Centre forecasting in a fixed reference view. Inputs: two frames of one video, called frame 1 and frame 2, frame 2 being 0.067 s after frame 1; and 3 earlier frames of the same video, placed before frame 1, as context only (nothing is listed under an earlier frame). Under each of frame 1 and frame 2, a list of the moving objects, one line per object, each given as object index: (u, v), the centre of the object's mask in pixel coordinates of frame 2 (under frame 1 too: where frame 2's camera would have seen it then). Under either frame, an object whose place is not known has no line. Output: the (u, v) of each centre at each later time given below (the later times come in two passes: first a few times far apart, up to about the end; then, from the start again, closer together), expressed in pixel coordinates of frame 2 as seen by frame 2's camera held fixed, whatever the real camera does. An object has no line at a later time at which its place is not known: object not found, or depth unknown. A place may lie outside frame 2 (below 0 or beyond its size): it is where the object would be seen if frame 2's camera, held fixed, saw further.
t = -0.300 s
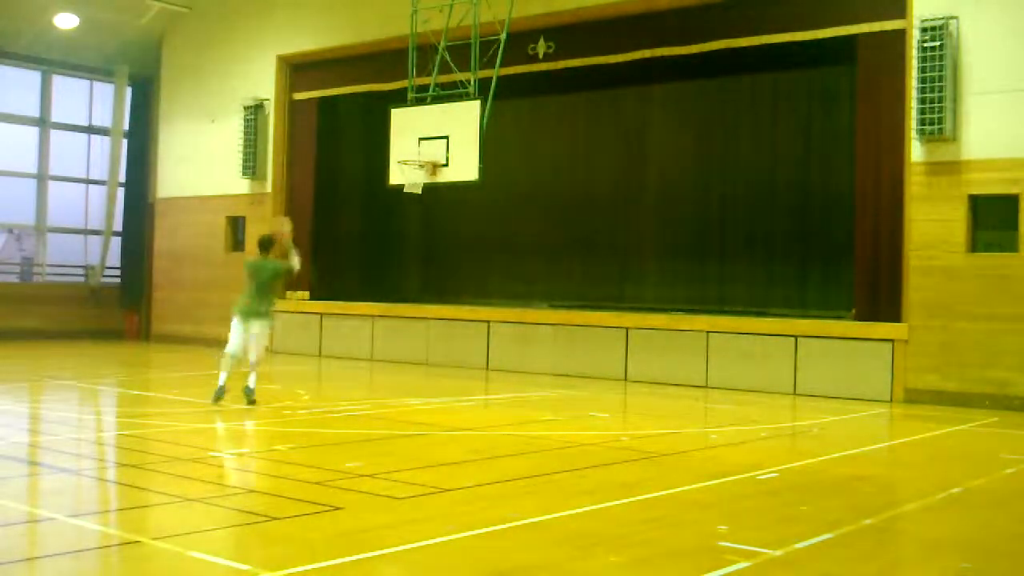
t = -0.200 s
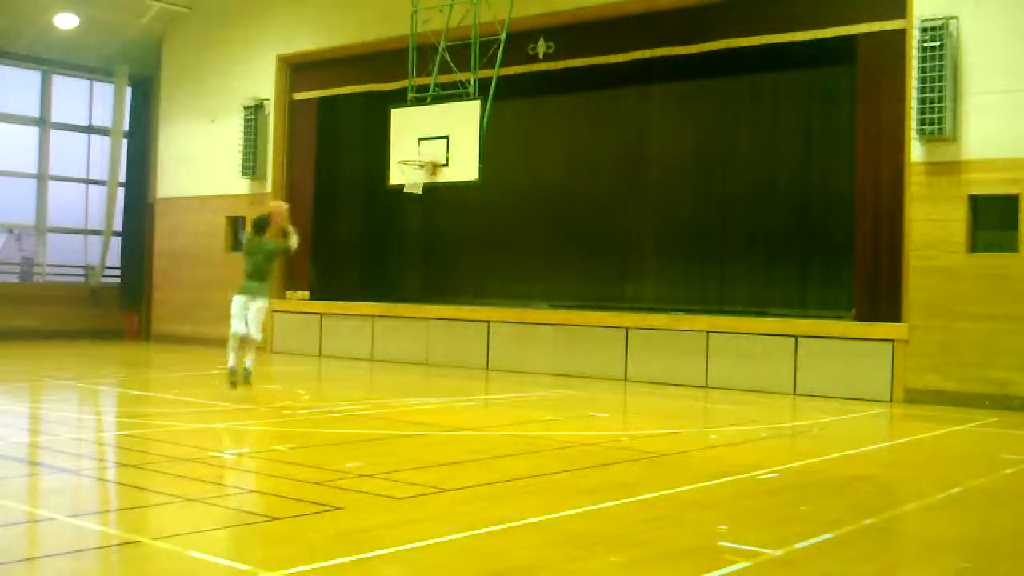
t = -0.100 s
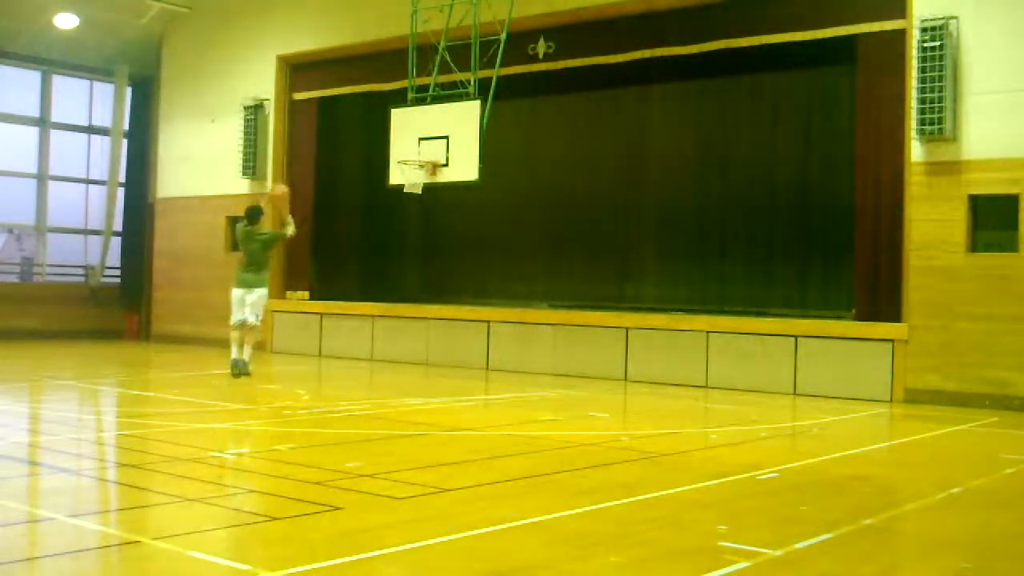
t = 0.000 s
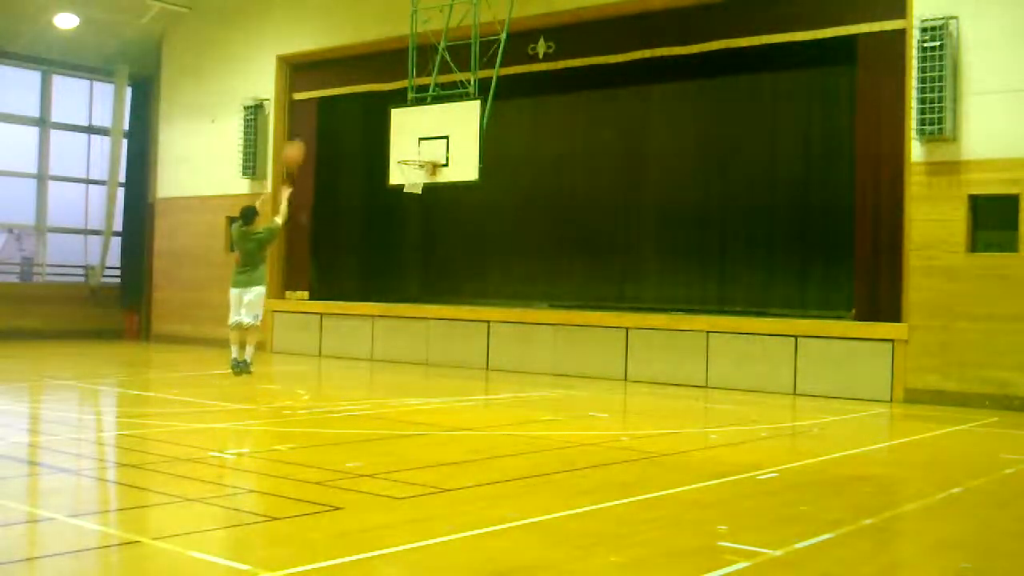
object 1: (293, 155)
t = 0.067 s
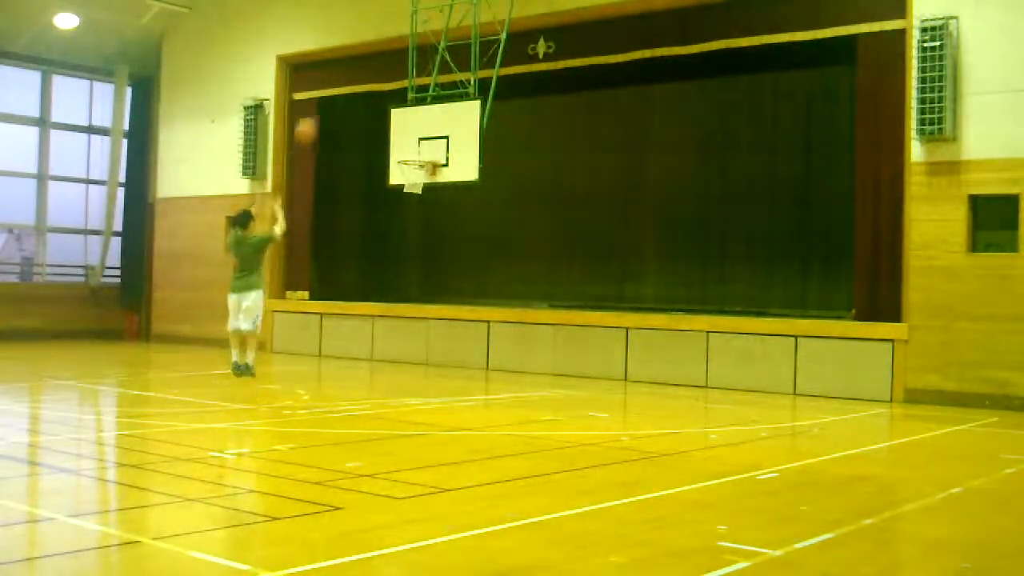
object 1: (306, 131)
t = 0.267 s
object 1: (339, 86)
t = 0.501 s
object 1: (372, 75)
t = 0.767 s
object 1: (405, 114)
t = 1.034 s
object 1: (411, 179)
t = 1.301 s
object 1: (402, 176)
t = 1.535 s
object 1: (420, 189)
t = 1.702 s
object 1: (416, 192)
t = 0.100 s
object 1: (312, 121)
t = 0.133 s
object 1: (317, 112)
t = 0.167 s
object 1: (322, 105)
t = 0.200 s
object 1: (328, 98)
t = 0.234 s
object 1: (335, 90)
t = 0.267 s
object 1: (339, 86)
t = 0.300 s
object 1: (344, 80)
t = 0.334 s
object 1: (349, 78)
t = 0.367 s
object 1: (355, 76)
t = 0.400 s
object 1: (359, 75)
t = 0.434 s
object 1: (364, 75)
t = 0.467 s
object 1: (369, 75)
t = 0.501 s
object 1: (372, 75)
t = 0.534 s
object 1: (377, 78)
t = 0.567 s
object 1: (381, 81)
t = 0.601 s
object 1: (386, 85)
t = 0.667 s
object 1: (394, 96)
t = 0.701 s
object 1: (397, 99)
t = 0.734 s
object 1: (401, 106)
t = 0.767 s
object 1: (405, 114)
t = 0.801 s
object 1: (409, 123)
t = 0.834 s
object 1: (412, 132)
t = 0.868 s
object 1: (416, 141)
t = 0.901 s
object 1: (419, 151)
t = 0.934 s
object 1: (422, 160)
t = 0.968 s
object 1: (417, 171)
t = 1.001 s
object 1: (415, 174)
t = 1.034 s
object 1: (411, 179)
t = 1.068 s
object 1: (408, 178)
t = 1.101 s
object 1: (404, 176)
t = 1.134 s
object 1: (402, 175)
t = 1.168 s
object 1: (401, 175)
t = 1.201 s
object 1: (401, 174)
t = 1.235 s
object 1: (401, 175)
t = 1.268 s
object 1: (401, 176)
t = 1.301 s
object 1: (402, 176)
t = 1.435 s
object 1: (416, 189)
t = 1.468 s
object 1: (418, 189)
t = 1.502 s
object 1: (420, 189)
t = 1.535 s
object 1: (420, 189)
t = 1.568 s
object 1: (420, 190)
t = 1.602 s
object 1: (420, 190)
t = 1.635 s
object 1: (419, 191)
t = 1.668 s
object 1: (418, 189)
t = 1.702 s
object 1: (416, 192)
